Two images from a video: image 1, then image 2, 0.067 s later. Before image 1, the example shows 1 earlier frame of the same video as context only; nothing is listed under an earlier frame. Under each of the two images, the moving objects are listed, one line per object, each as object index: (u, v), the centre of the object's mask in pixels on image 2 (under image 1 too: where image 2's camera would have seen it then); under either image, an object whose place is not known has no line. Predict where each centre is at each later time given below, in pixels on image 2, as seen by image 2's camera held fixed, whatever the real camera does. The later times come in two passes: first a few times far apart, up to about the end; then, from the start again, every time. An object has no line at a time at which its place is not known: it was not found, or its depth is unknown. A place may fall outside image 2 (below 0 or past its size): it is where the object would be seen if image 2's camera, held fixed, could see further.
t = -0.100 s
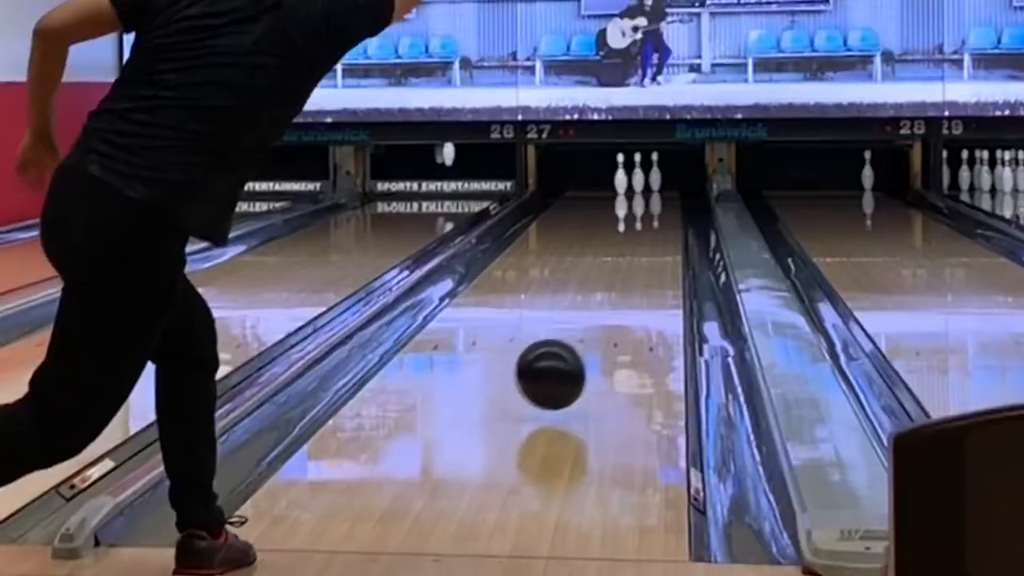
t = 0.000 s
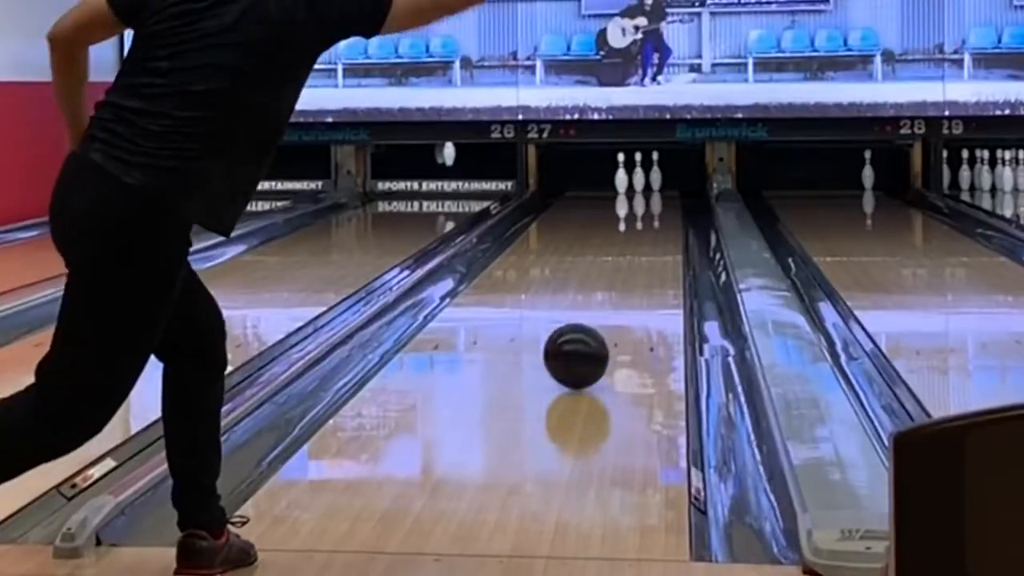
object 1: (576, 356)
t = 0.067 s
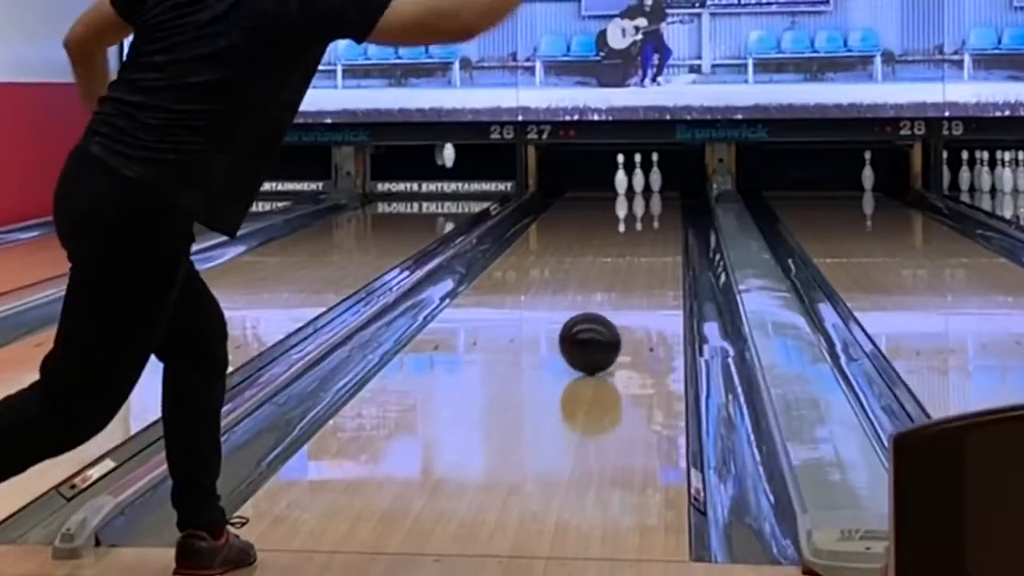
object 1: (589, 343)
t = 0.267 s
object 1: (623, 308)
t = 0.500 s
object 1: (649, 278)
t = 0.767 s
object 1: (665, 253)
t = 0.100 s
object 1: (596, 336)
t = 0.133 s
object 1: (602, 330)
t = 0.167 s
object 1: (607, 324)
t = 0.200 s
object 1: (613, 318)
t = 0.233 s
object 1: (618, 312)
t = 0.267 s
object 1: (623, 308)
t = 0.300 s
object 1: (627, 303)
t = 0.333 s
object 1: (631, 298)
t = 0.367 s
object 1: (635, 294)
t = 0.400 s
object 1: (639, 289)
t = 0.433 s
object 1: (643, 285)
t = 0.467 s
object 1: (646, 282)
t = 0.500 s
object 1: (649, 278)
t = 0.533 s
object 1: (652, 274)
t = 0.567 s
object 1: (654, 271)
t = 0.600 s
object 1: (657, 268)
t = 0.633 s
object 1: (659, 264)
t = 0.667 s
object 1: (661, 261)
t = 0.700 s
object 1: (662, 258)
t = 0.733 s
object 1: (664, 256)
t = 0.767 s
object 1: (665, 253)
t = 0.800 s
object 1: (667, 250)
